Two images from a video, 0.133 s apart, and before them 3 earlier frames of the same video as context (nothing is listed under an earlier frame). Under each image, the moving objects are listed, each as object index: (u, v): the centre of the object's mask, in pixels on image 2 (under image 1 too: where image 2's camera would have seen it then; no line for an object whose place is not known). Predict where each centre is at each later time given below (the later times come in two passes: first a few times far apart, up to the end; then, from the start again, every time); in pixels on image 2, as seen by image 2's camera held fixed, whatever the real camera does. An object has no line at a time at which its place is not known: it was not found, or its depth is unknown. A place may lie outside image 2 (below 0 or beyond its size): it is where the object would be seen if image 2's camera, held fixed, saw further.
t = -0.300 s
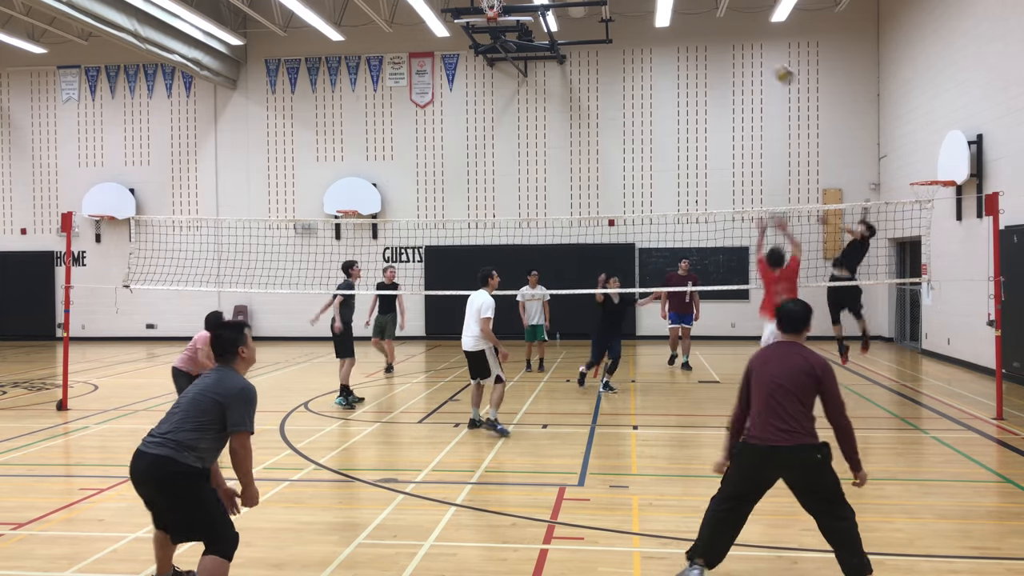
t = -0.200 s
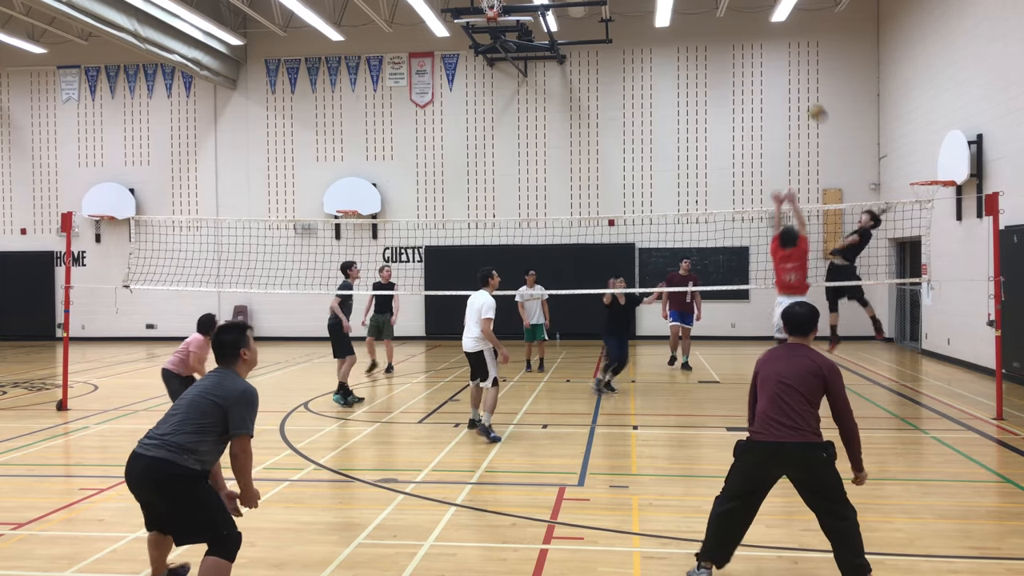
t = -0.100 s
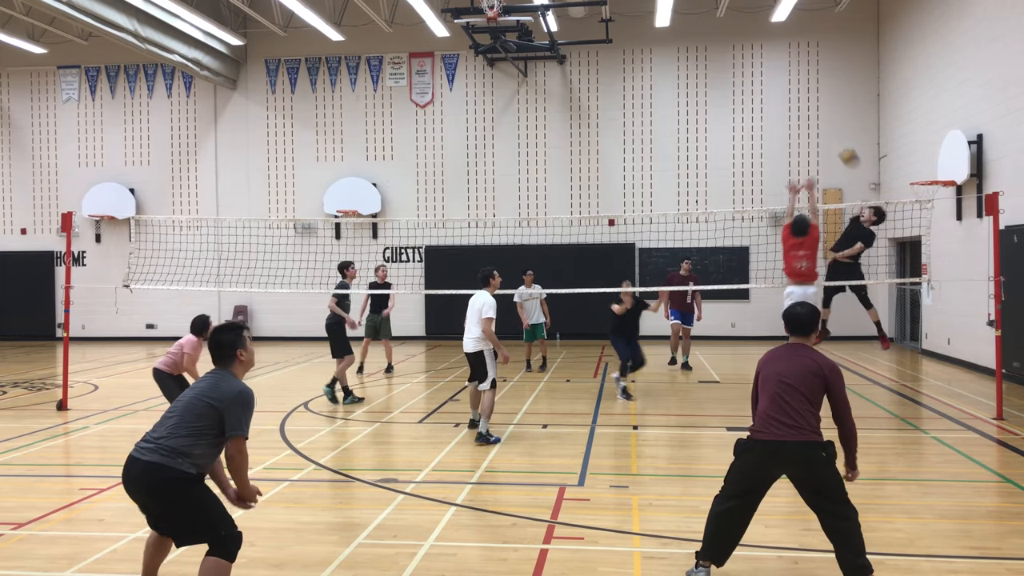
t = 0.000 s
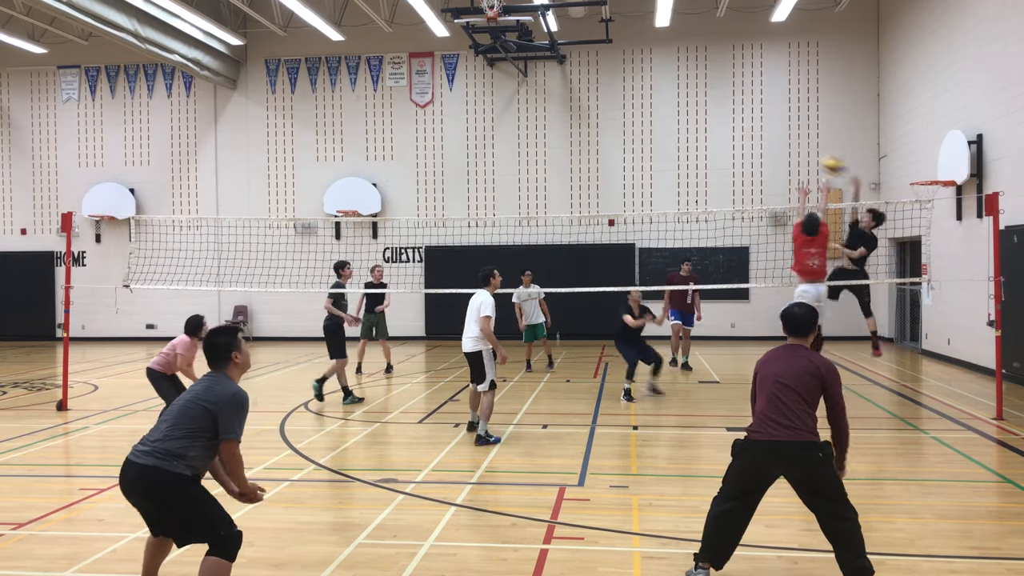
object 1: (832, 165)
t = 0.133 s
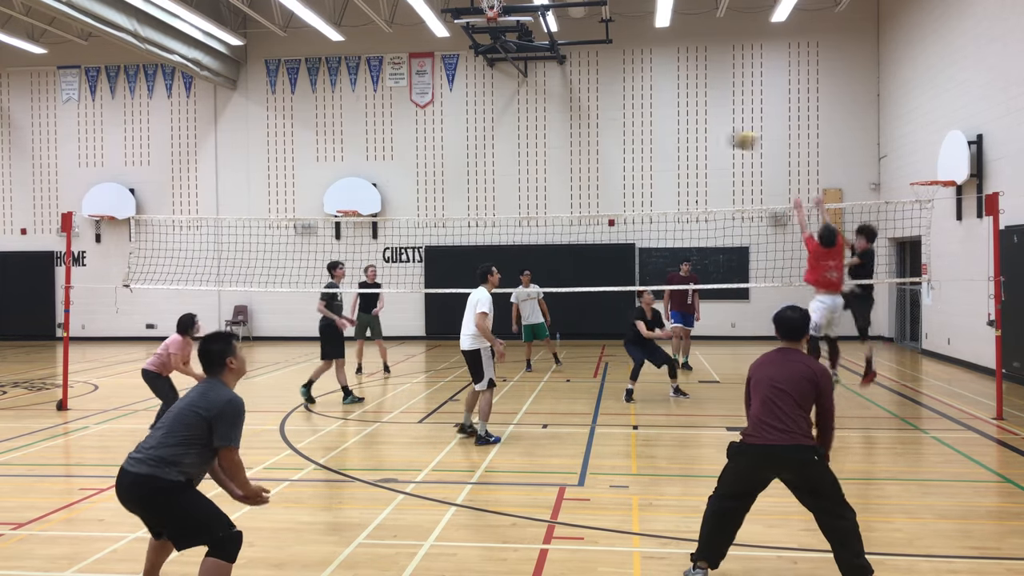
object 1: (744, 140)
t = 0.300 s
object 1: (598, 124)
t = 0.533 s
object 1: (290, 162)
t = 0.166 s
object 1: (719, 135)
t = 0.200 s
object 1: (691, 130)
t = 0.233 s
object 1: (663, 126)
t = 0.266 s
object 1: (631, 125)
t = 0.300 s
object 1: (598, 124)
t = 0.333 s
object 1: (564, 124)
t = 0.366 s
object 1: (525, 124)
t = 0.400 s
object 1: (486, 128)
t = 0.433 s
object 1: (447, 133)
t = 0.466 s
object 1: (396, 141)
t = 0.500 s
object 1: (343, 150)
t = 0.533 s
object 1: (290, 162)
